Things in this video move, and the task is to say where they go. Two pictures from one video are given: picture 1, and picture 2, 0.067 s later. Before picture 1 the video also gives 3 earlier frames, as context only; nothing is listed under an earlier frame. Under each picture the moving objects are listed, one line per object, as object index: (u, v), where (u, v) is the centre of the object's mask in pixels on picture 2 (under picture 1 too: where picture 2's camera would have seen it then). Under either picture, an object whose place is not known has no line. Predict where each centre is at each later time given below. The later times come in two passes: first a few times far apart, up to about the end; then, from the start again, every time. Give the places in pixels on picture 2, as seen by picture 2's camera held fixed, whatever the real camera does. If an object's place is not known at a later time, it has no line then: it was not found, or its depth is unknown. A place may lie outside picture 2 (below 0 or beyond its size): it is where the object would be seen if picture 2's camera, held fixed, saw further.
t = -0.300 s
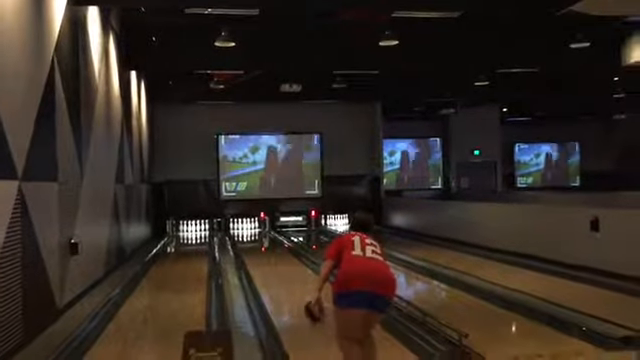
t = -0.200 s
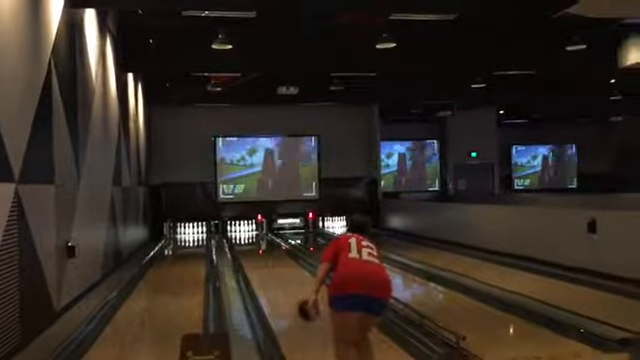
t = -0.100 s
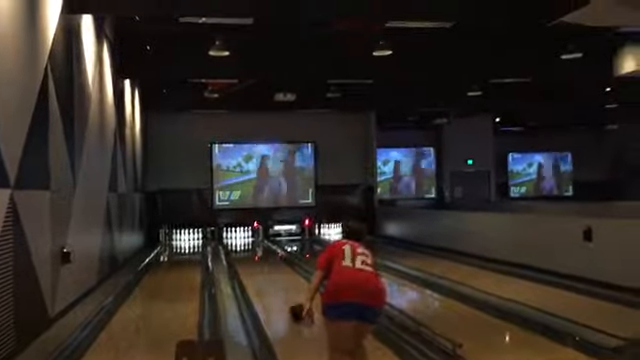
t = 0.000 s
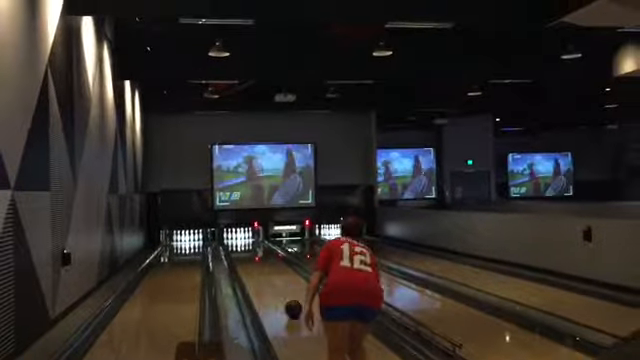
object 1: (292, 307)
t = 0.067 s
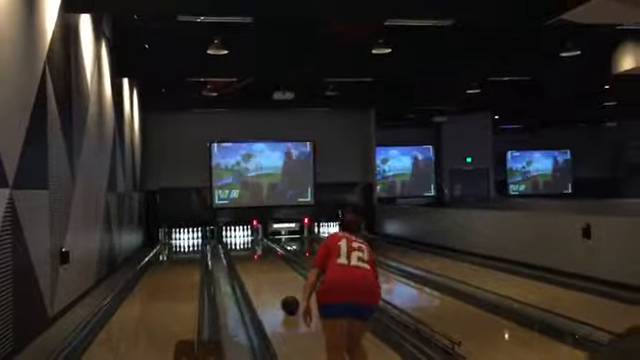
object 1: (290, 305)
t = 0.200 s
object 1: (285, 301)
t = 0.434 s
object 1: (276, 294)
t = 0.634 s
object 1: (269, 289)
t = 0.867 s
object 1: (263, 284)
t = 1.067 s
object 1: (258, 280)
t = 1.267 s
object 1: (254, 277)
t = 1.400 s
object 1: (251, 275)
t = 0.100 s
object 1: (289, 304)
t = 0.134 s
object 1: (287, 303)
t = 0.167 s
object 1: (286, 302)
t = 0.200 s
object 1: (285, 301)
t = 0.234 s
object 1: (283, 300)
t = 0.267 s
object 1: (282, 299)
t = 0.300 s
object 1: (280, 298)
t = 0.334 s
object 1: (279, 297)
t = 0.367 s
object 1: (278, 296)
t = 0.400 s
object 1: (277, 295)
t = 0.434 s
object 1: (276, 294)
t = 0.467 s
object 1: (275, 293)
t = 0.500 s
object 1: (274, 292)
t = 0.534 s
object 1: (272, 291)
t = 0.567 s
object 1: (271, 290)
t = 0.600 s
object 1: (270, 290)
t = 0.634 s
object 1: (269, 289)
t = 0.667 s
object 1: (268, 288)
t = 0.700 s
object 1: (268, 287)
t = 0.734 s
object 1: (267, 287)
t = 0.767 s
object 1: (266, 286)
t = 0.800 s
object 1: (265, 285)
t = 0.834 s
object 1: (264, 284)
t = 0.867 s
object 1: (263, 284)
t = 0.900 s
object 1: (262, 283)
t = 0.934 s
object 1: (261, 282)
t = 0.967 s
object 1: (260, 281)
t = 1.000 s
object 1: (259, 280)
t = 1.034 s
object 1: (259, 280)
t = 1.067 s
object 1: (258, 280)
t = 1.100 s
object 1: (257, 279)
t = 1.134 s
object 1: (256, 278)
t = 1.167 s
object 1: (255, 278)
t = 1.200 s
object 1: (255, 278)
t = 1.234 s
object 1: (254, 277)
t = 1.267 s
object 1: (254, 277)
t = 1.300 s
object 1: (253, 277)
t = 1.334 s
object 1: (252, 275)
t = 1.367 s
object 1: (252, 275)
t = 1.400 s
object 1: (251, 275)
